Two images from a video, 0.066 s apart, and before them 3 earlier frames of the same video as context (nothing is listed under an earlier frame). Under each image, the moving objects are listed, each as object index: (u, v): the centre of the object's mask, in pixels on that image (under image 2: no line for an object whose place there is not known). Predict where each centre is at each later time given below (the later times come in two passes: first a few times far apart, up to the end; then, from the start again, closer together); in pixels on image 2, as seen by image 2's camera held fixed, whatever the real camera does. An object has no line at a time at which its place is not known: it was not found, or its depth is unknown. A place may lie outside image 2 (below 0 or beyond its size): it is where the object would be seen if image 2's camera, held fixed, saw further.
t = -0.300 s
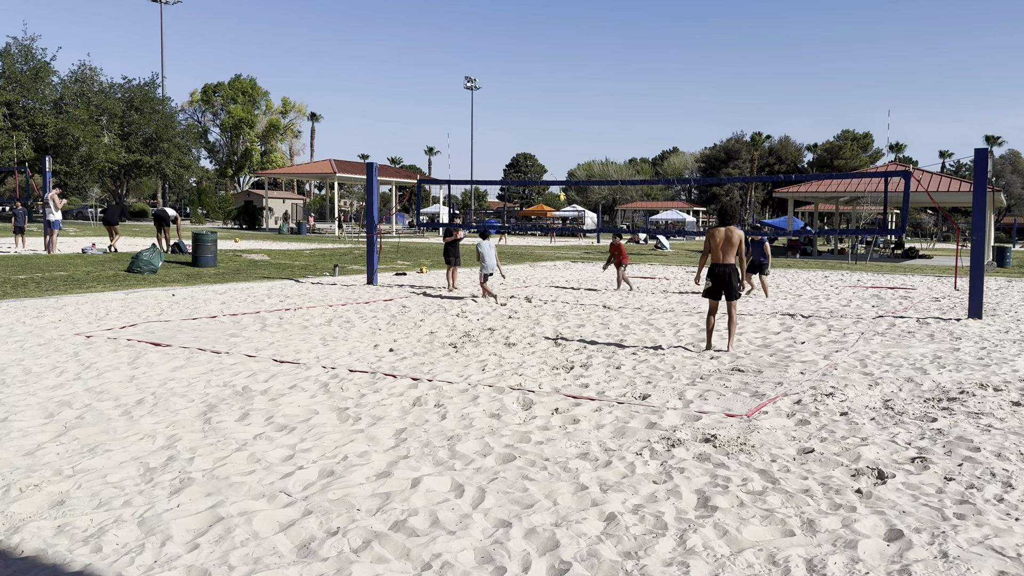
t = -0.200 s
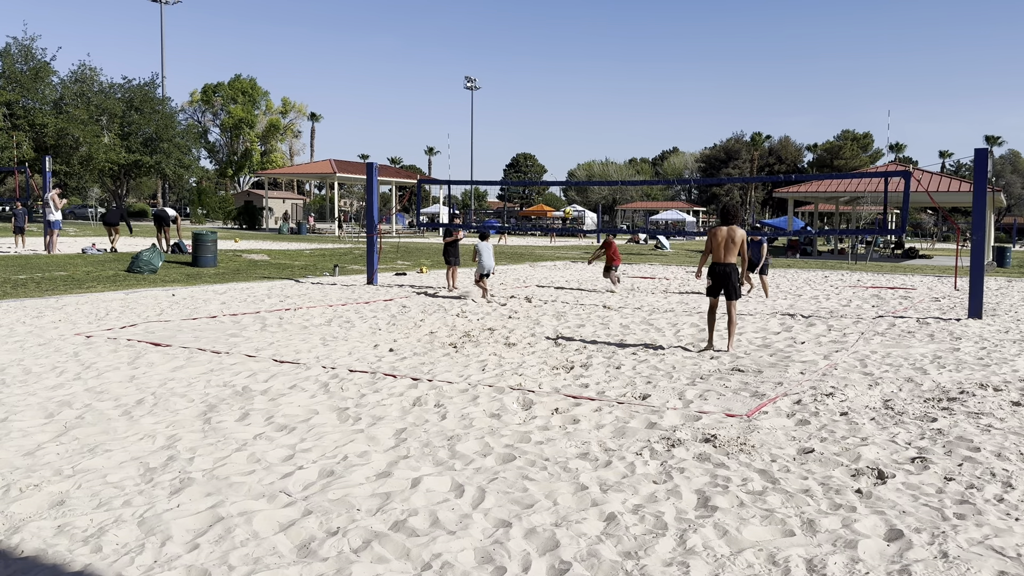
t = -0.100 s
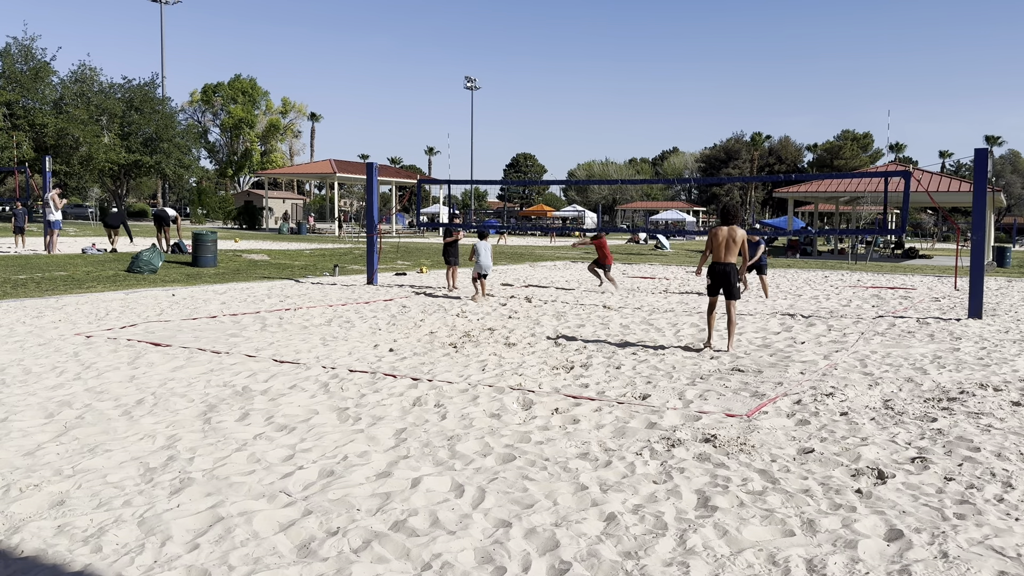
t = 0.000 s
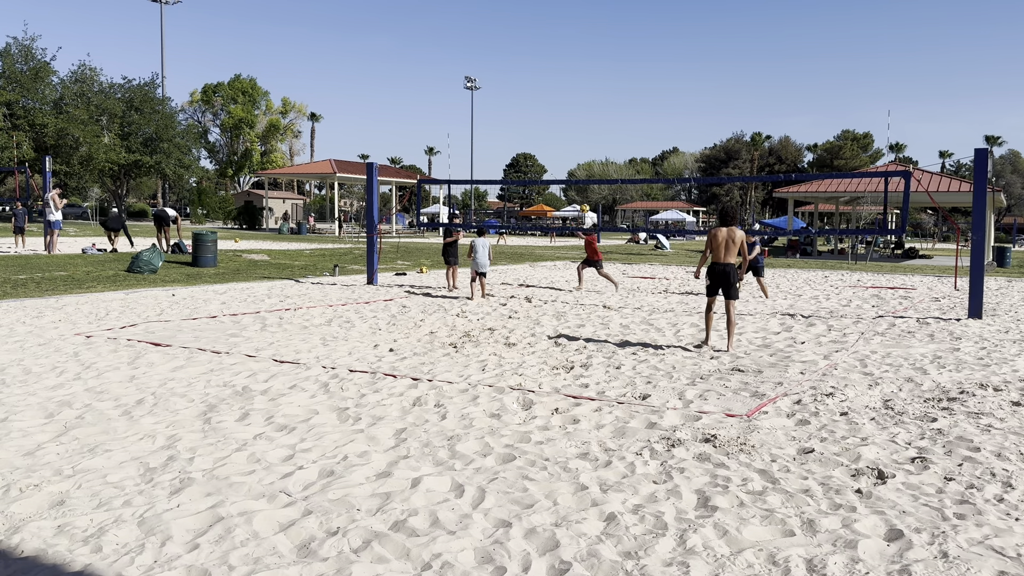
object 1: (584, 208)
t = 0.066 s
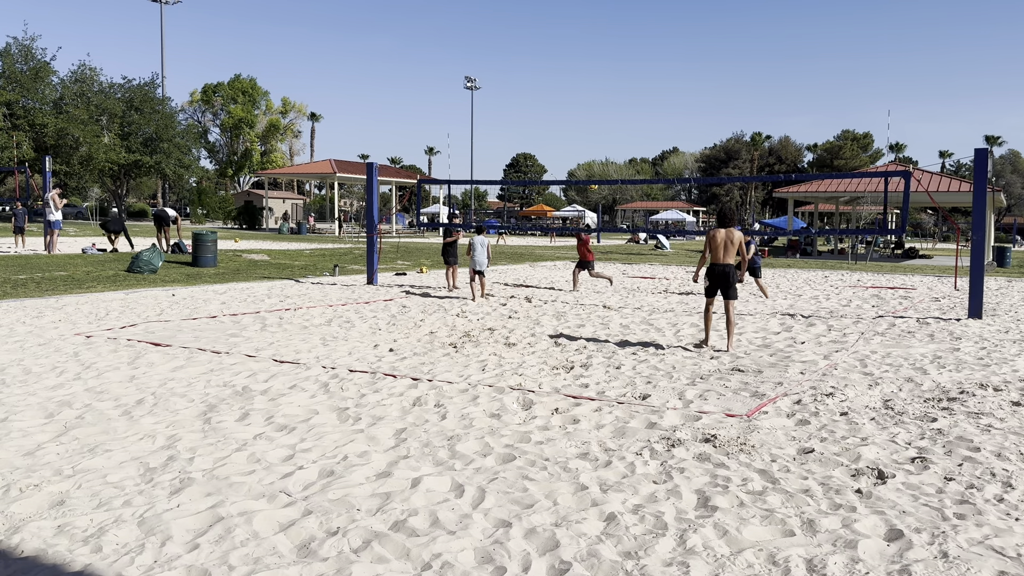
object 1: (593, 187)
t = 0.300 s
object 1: (623, 114)
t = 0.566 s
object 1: (664, 57)
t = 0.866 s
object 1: (716, 34)
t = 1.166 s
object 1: (773, 64)
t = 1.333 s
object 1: (807, 108)
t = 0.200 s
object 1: (609, 142)
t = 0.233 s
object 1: (614, 132)
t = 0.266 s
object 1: (618, 123)
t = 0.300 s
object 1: (623, 114)
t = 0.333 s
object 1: (628, 105)
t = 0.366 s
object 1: (633, 97)
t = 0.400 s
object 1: (638, 89)
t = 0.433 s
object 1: (643, 82)
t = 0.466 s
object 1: (648, 75)
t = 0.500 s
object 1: (653, 68)
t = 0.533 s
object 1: (659, 62)
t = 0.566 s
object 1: (664, 57)
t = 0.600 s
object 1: (669, 52)
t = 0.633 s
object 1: (675, 48)
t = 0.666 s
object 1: (681, 44)
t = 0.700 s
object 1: (686, 41)
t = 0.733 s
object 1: (692, 38)
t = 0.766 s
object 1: (698, 36)
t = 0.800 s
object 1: (704, 35)
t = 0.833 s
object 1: (710, 34)
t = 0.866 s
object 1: (716, 34)
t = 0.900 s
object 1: (722, 34)
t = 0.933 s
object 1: (728, 35)
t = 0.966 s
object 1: (734, 37)
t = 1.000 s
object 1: (741, 40)
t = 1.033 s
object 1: (747, 44)
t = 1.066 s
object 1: (754, 47)
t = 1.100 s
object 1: (760, 52)
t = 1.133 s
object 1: (767, 58)
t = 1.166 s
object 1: (773, 64)
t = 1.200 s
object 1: (780, 72)
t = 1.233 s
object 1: (786, 79)
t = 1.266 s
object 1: (793, 88)
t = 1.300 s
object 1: (800, 98)
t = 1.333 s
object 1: (807, 108)
